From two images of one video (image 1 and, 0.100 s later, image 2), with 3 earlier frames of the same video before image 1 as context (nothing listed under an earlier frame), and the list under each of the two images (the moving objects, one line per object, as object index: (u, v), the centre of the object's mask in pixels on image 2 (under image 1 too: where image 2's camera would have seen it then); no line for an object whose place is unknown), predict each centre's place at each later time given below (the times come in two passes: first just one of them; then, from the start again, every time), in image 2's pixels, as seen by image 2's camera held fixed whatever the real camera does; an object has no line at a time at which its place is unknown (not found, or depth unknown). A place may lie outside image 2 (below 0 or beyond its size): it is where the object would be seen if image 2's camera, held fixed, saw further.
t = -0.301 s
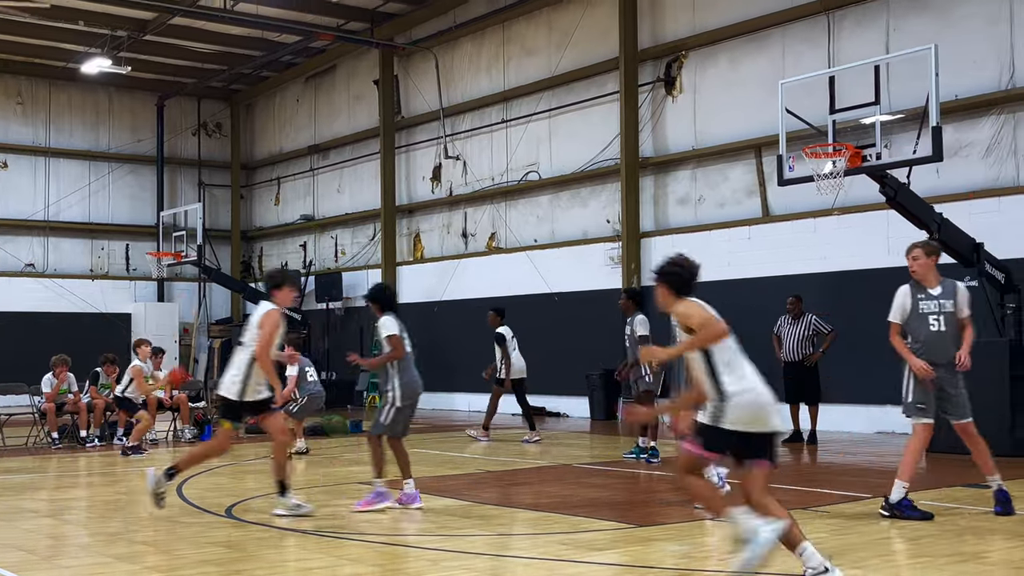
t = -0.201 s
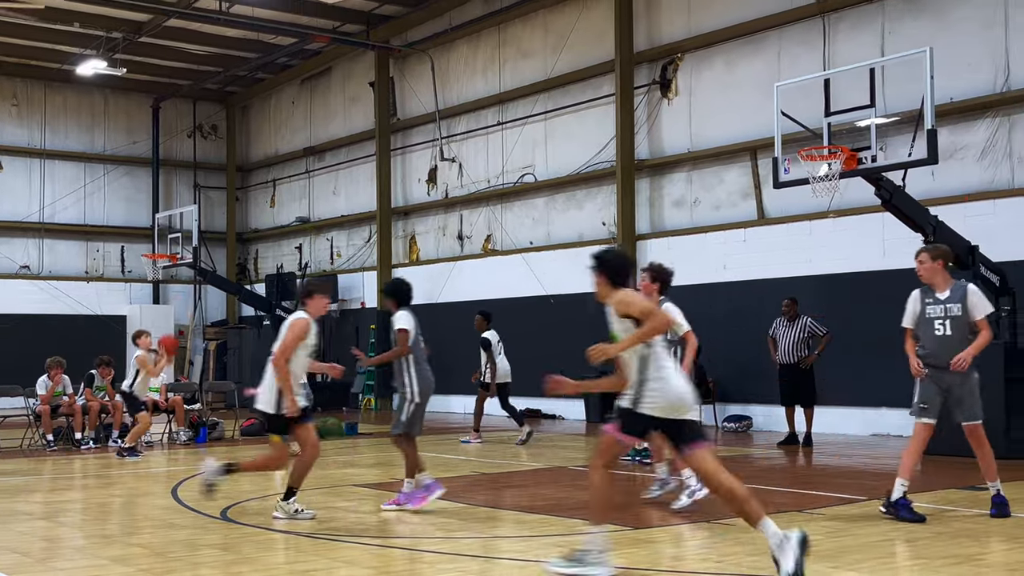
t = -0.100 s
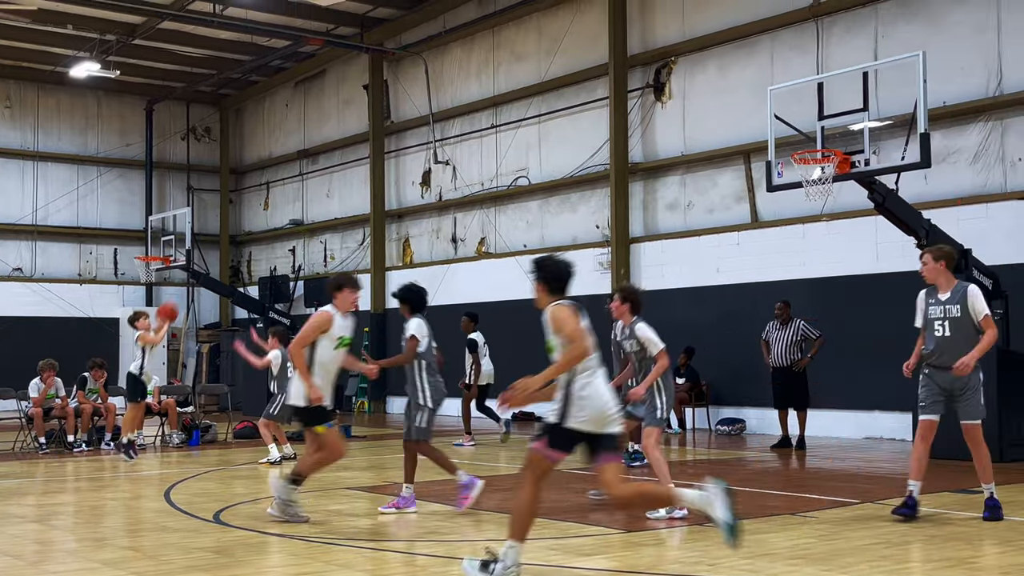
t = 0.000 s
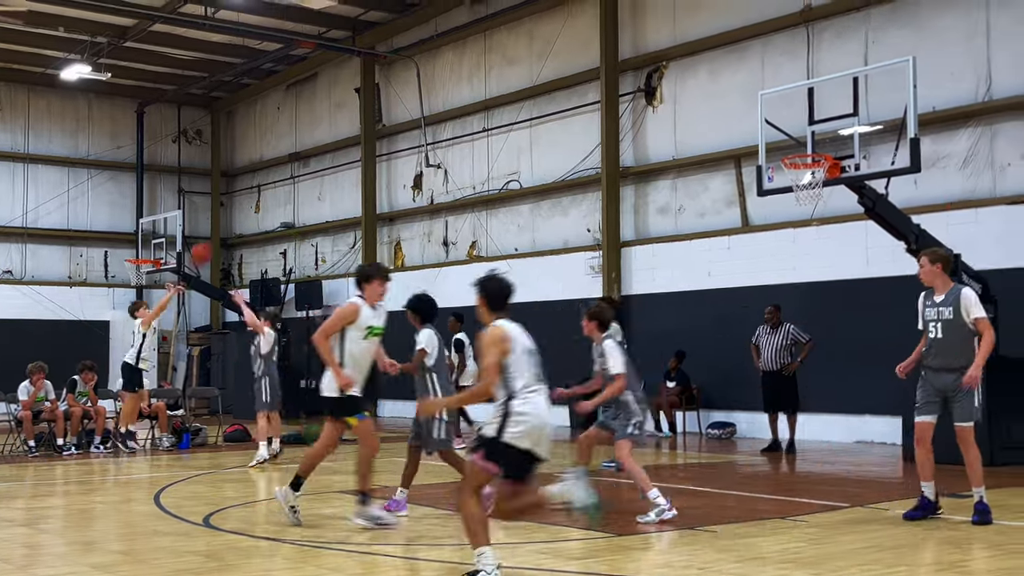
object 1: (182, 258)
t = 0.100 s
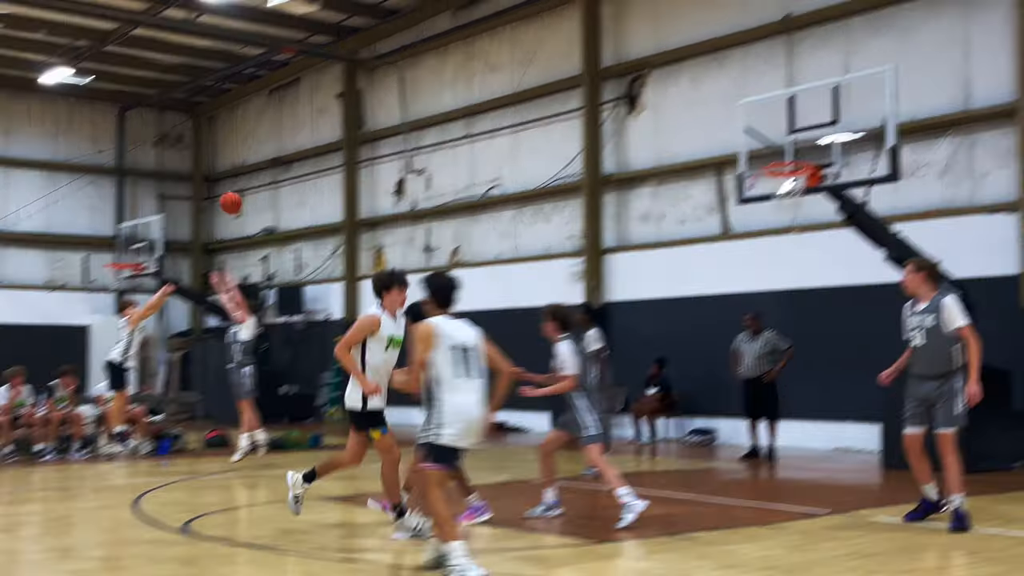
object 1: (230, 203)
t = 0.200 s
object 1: (278, 156)
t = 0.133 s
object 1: (246, 185)
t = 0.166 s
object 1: (261, 169)
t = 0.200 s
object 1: (278, 156)
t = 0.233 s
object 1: (295, 141)
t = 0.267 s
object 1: (312, 128)
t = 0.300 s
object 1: (328, 116)
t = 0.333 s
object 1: (344, 105)
